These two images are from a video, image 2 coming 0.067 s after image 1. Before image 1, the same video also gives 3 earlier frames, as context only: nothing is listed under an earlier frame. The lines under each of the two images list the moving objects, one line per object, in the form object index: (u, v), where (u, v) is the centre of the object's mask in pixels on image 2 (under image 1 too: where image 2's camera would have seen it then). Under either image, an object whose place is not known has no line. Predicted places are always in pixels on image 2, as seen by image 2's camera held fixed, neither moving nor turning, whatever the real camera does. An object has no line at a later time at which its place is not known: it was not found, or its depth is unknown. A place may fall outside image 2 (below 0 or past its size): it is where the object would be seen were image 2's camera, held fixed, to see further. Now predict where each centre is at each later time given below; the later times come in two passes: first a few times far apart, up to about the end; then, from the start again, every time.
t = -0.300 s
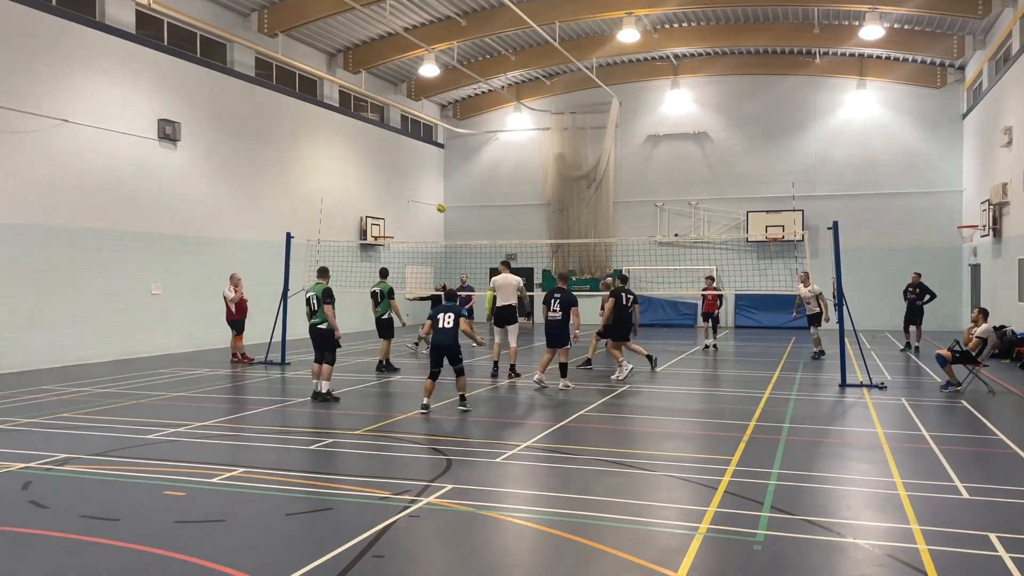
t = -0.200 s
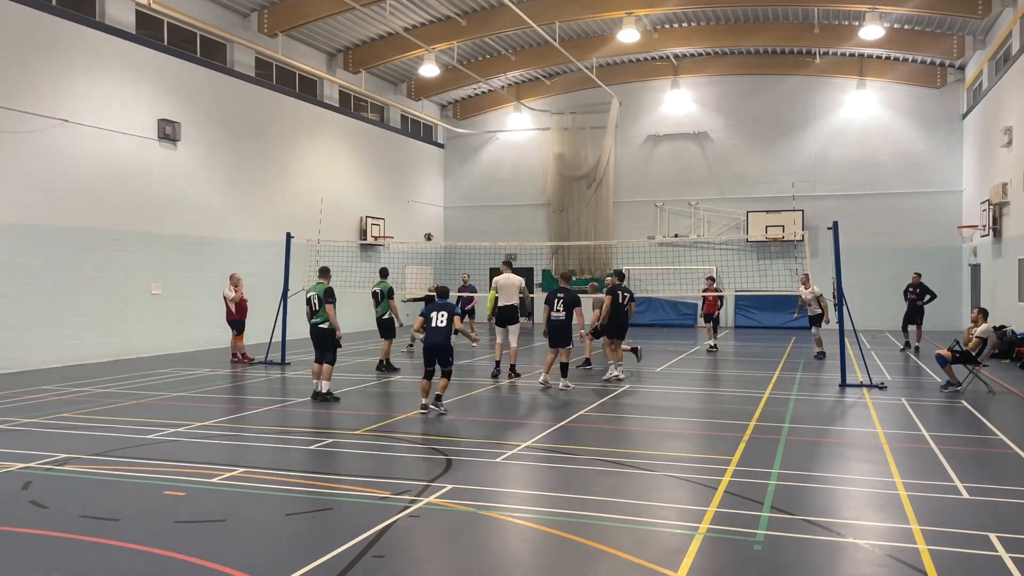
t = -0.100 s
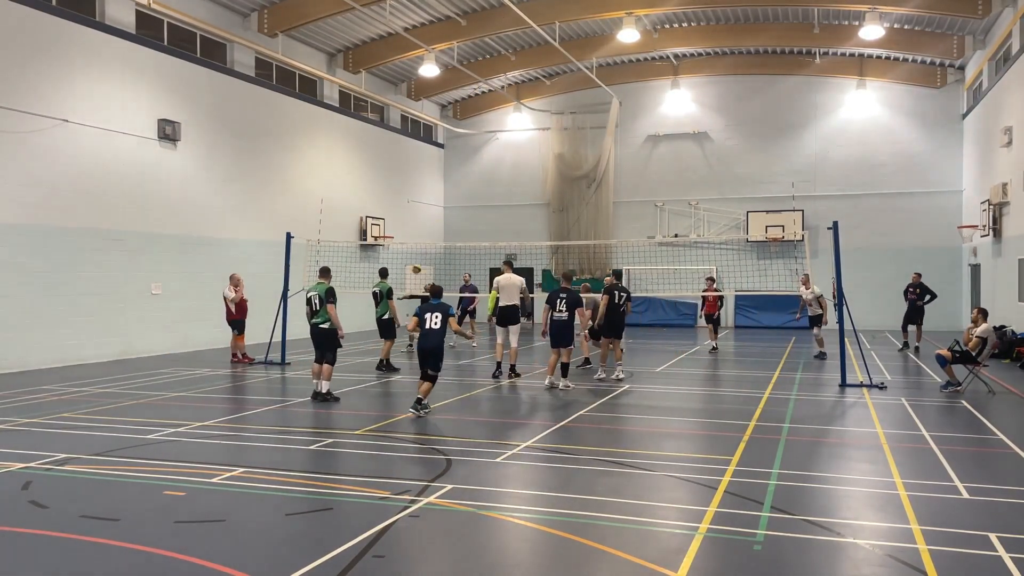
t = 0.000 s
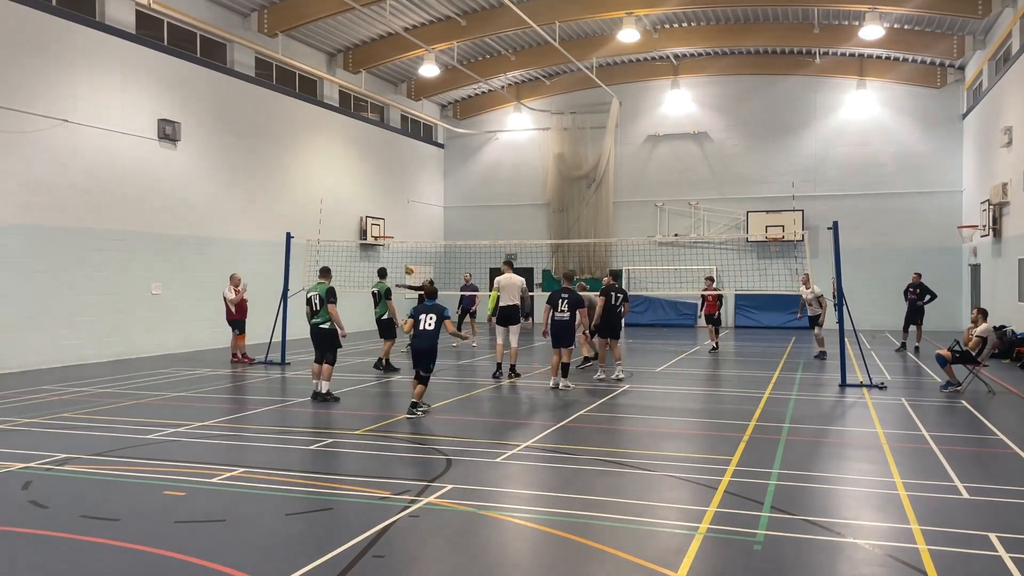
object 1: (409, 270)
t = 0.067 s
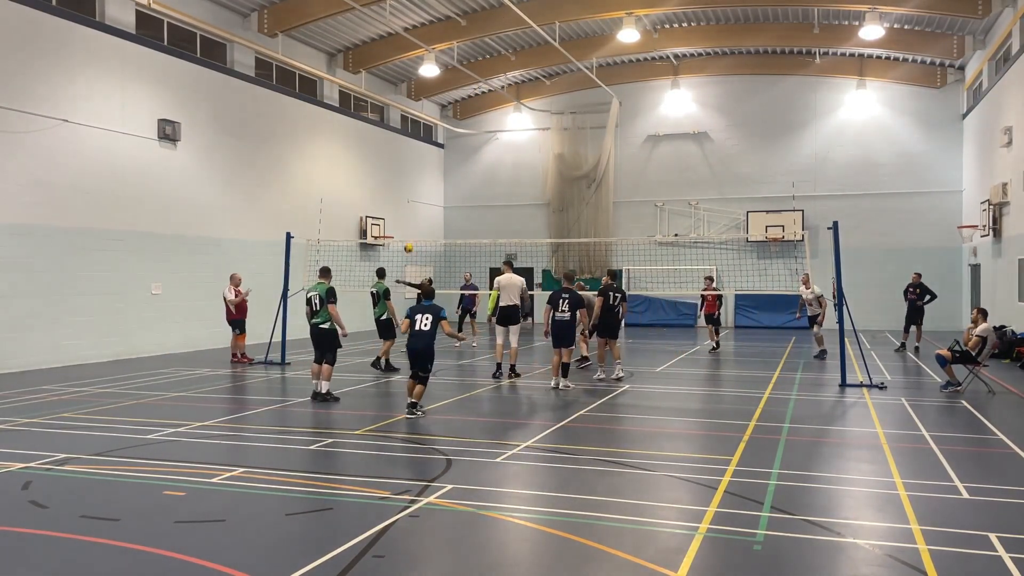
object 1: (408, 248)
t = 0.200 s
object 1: (406, 209)
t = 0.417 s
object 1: (403, 165)
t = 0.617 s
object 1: (400, 143)
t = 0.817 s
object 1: (397, 139)
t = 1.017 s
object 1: (394, 151)
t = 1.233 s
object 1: (392, 180)
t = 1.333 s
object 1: (391, 201)
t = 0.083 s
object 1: (408, 245)
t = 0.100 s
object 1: (408, 236)
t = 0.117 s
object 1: (407, 232)
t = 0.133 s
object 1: (407, 228)
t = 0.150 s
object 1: (407, 223)
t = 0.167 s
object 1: (406, 218)
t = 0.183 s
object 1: (406, 214)
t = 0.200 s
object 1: (406, 209)
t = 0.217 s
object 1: (406, 205)
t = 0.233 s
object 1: (406, 201)
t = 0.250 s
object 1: (405, 197)
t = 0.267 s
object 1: (405, 194)
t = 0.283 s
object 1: (405, 190)
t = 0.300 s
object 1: (405, 186)
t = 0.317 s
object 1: (404, 183)
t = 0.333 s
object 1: (404, 180)
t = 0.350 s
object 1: (404, 176)
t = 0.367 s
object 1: (404, 173)
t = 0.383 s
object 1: (404, 171)
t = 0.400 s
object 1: (403, 168)
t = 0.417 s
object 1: (403, 165)
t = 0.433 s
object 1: (403, 163)
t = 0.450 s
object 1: (402, 160)
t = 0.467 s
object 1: (402, 158)
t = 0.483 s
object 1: (402, 156)
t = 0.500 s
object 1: (402, 154)
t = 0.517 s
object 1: (401, 152)
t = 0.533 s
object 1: (401, 151)
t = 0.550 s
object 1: (401, 149)
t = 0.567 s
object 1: (401, 147)
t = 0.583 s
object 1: (400, 146)
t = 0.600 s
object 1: (400, 144)
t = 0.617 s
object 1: (400, 143)
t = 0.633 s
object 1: (399, 143)
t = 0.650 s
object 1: (399, 142)
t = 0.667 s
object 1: (399, 141)
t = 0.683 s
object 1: (399, 140)
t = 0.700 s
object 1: (399, 140)
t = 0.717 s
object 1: (398, 140)
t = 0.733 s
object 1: (398, 139)
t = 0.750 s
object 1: (398, 139)
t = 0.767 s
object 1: (398, 139)
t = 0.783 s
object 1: (397, 139)
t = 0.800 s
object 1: (397, 139)
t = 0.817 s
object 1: (397, 139)
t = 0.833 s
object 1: (397, 140)
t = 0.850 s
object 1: (397, 140)
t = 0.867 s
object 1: (396, 141)
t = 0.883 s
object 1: (396, 141)
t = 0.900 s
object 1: (396, 142)
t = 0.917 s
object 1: (395, 143)
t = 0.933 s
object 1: (395, 144)
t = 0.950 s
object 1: (395, 145)
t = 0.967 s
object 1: (395, 146)
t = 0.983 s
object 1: (395, 148)
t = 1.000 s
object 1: (395, 149)
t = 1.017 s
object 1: (394, 151)
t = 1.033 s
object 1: (394, 153)
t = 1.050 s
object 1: (394, 154)
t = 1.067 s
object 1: (393, 156)
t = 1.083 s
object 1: (393, 158)
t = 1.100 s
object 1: (393, 160)
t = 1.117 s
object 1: (393, 162)
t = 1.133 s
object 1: (392, 165)
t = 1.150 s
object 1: (392, 167)
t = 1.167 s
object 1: (392, 170)
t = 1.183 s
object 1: (392, 172)
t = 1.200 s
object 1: (392, 175)
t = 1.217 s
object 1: (392, 178)
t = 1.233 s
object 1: (392, 180)
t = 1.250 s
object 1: (391, 184)
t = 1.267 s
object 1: (391, 187)
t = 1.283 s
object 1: (391, 190)
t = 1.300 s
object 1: (391, 193)
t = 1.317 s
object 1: (391, 197)
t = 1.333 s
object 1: (391, 201)
